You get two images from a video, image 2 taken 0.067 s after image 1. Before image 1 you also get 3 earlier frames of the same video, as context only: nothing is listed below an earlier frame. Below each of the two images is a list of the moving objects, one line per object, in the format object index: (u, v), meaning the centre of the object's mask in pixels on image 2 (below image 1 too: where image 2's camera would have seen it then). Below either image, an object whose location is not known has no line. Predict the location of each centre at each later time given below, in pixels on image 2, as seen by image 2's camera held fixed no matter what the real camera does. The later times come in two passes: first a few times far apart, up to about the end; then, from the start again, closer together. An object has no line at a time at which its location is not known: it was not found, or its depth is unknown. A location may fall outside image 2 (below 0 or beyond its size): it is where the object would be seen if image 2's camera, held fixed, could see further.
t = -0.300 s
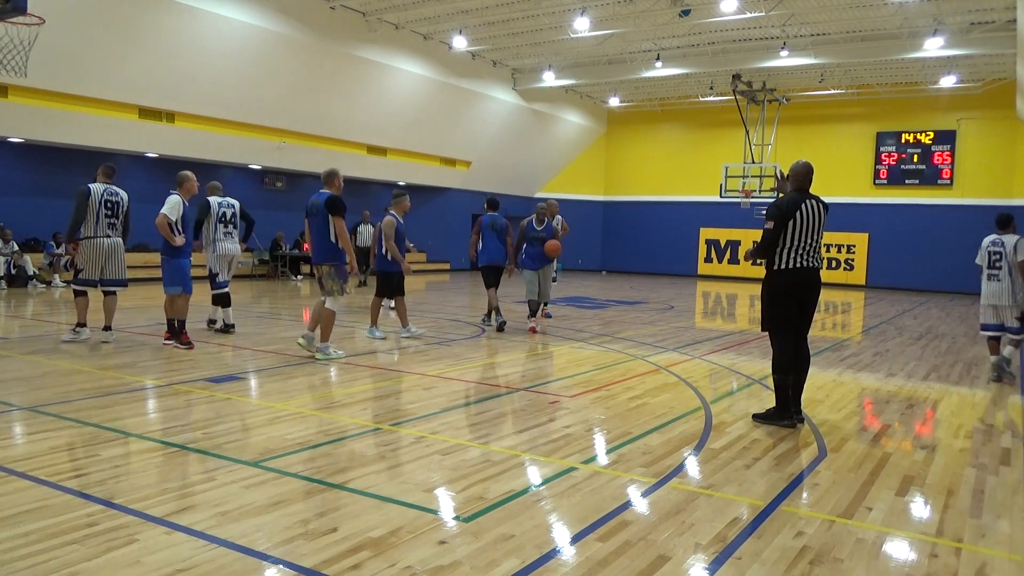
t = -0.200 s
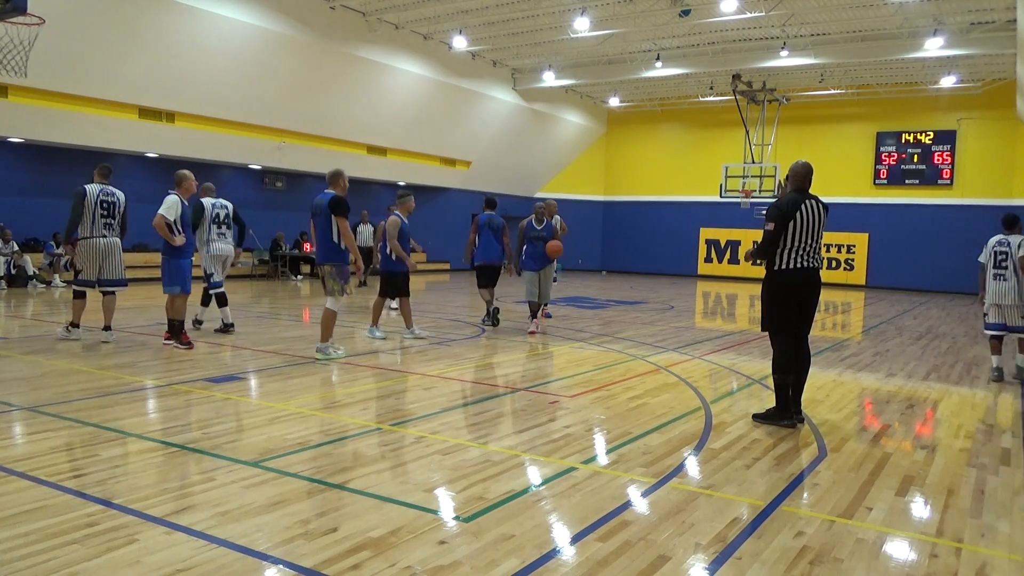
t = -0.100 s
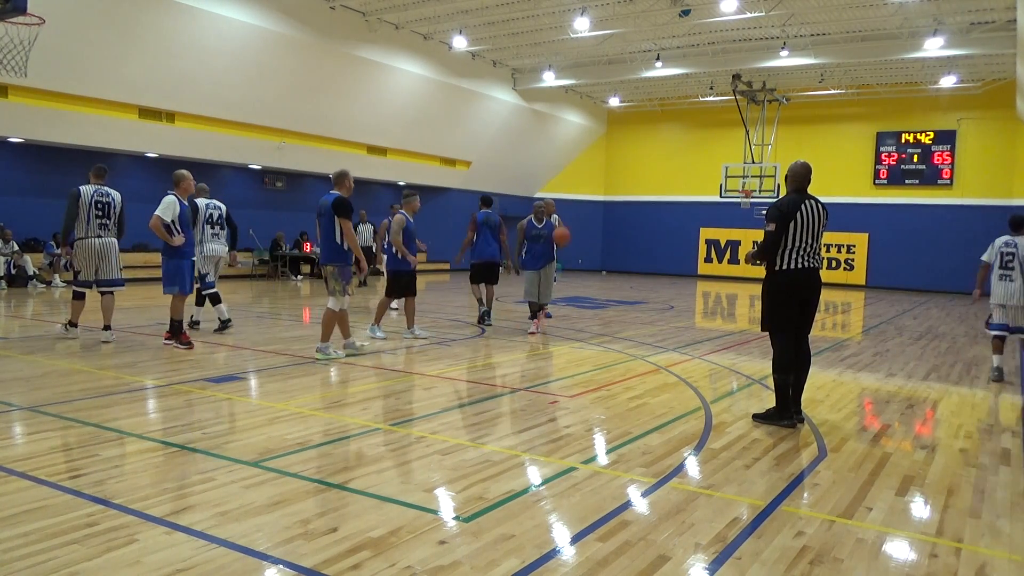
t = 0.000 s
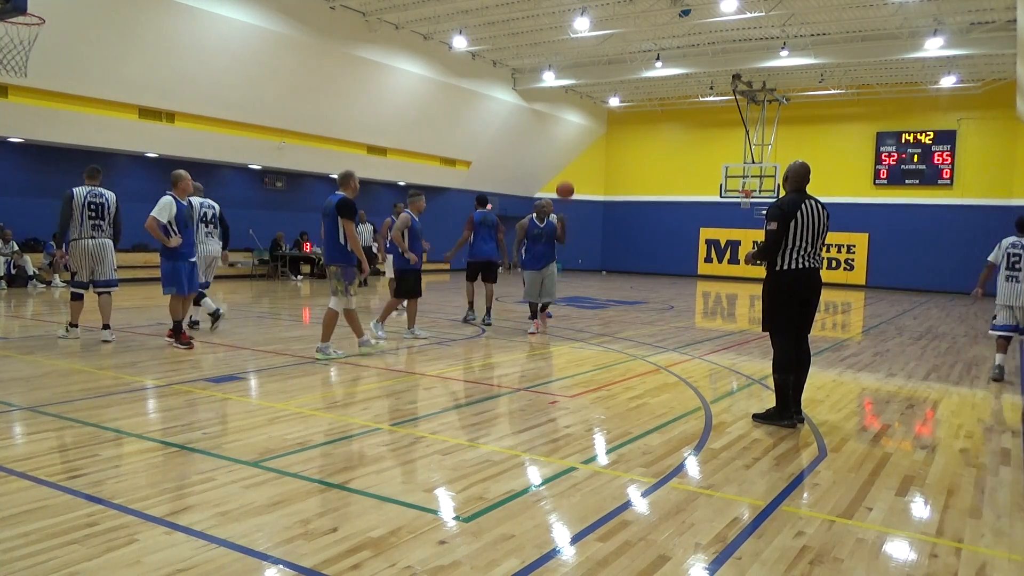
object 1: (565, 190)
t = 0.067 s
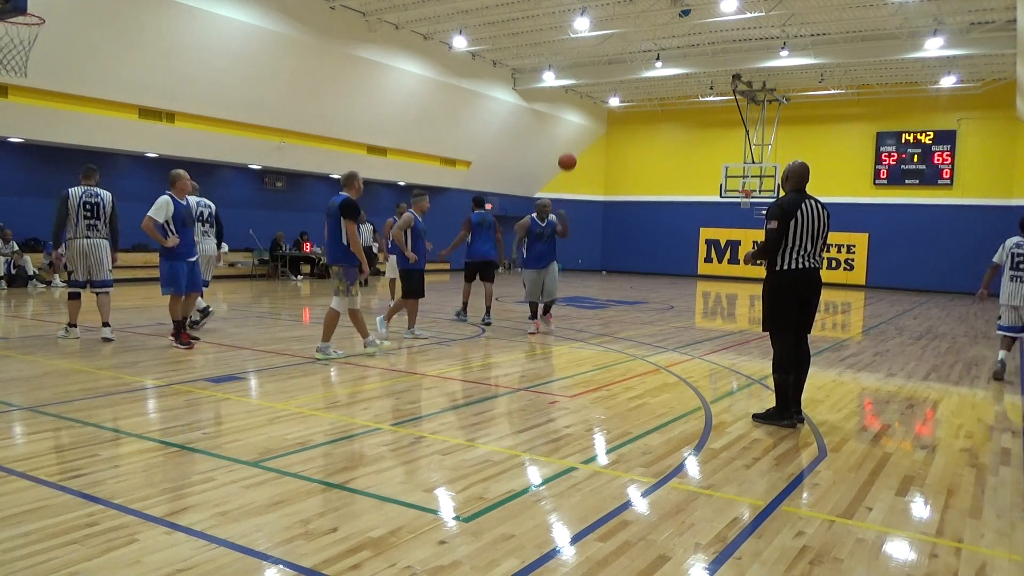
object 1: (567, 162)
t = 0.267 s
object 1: (573, 94)
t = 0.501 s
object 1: (580, 51)
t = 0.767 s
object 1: (585, 55)
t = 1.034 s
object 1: (588, 120)
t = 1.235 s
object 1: (589, 211)
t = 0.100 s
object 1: (568, 149)
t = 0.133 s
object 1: (569, 136)
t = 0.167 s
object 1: (570, 124)
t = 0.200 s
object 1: (571, 114)
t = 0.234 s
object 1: (572, 103)
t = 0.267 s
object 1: (573, 94)
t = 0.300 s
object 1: (574, 86)
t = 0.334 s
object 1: (575, 78)
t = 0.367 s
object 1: (576, 71)
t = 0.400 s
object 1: (577, 65)
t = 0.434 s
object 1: (578, 59)
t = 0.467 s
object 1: (579, 55)
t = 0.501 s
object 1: (580, 51)
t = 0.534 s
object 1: (580, 48)
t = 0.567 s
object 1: (581, 47)
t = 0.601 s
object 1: (582, 46)
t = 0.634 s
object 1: (583, 46)
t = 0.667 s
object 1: (583, 47)
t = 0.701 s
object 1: (584, 48)
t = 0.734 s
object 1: (585, 51)
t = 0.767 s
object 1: (585, 55)
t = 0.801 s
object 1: (586, 59)
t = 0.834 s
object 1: (586, 65)
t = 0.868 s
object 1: (587, 72)
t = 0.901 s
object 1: (587, 79)
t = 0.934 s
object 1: (588, 88)
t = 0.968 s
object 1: (588, 98)
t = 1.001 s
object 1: (588, 108)
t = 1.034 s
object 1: (588, 120)
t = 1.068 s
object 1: (589, 133)
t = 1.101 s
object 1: (589, 146)
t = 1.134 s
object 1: (589, 161)
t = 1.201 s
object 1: (589, 193)
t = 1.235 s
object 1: (589, 211)
